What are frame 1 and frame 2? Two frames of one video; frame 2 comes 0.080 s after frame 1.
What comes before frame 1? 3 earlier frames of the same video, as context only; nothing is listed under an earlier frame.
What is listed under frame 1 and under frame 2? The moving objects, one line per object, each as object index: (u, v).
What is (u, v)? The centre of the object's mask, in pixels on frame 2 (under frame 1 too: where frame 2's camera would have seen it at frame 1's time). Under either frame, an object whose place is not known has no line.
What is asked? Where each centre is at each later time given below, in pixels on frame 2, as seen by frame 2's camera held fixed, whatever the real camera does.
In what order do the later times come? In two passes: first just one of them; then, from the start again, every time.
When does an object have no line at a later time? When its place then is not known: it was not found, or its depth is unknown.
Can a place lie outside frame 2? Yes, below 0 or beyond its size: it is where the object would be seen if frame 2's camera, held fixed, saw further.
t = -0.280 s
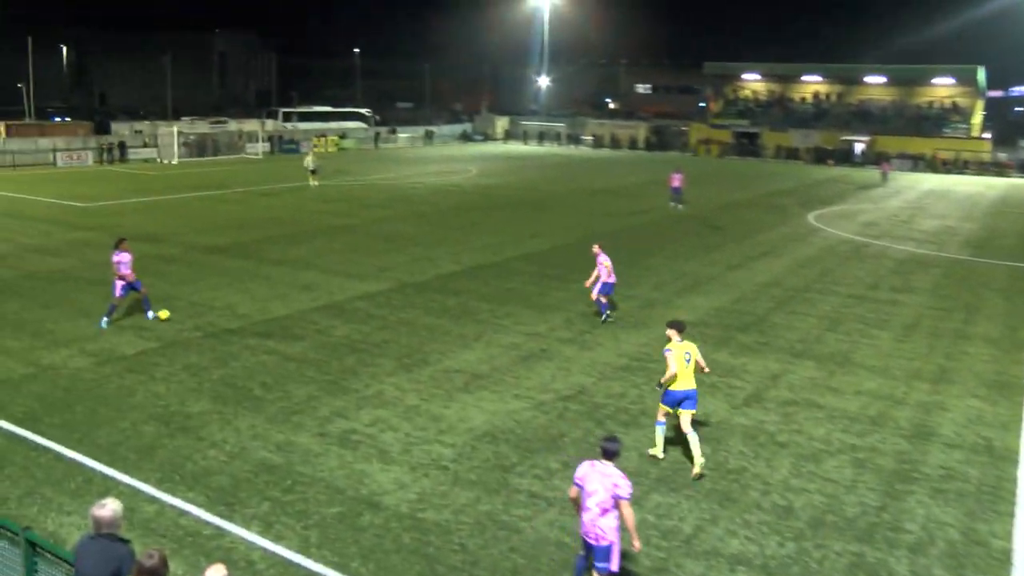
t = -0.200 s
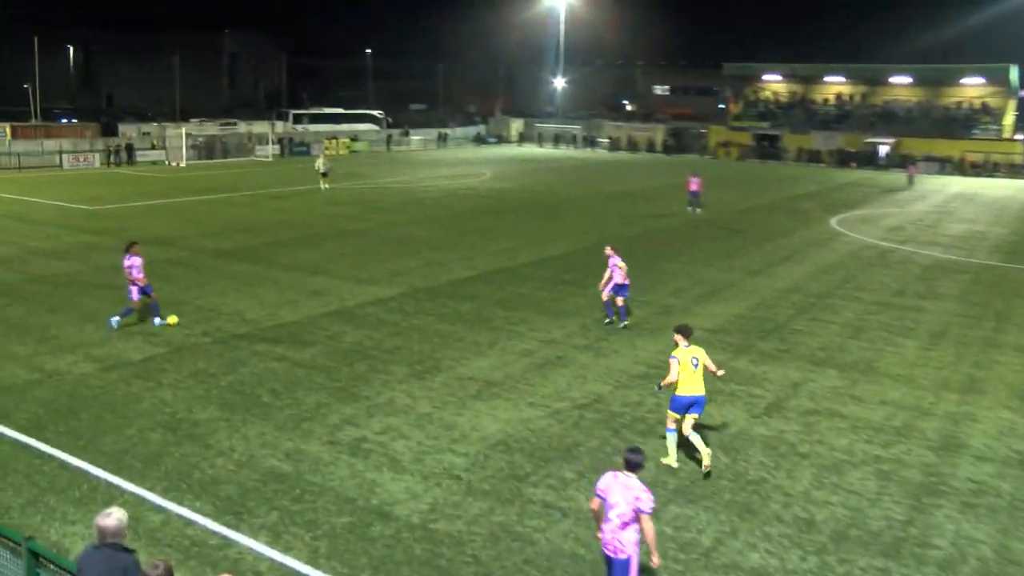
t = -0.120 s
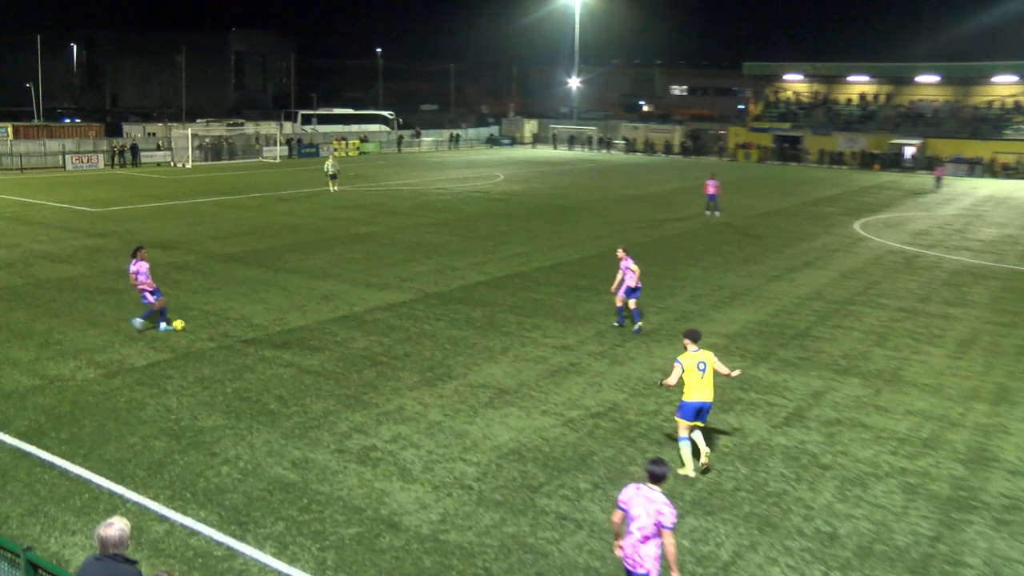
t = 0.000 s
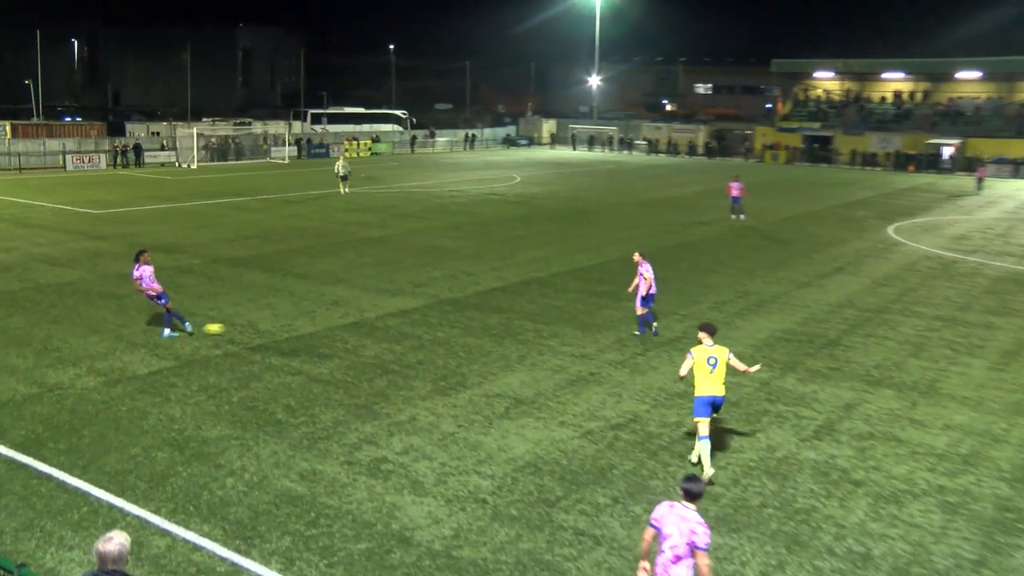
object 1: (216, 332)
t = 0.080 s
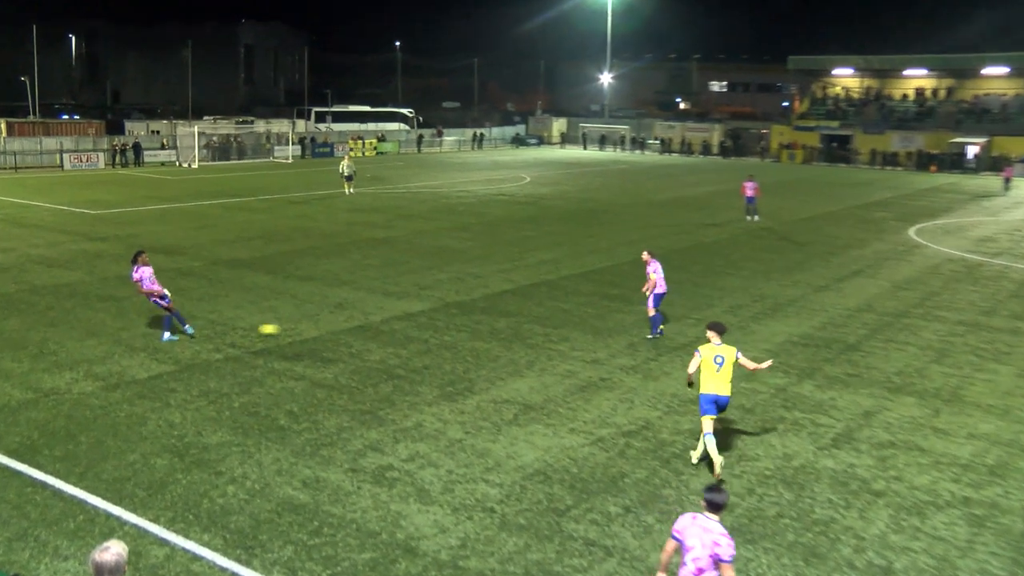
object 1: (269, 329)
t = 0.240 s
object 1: (362, 325)
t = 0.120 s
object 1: (293, 328)
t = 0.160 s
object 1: (317, 326)
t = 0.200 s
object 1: (340, 325)
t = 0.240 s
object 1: (362, 325)
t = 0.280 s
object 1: (384, 323)
